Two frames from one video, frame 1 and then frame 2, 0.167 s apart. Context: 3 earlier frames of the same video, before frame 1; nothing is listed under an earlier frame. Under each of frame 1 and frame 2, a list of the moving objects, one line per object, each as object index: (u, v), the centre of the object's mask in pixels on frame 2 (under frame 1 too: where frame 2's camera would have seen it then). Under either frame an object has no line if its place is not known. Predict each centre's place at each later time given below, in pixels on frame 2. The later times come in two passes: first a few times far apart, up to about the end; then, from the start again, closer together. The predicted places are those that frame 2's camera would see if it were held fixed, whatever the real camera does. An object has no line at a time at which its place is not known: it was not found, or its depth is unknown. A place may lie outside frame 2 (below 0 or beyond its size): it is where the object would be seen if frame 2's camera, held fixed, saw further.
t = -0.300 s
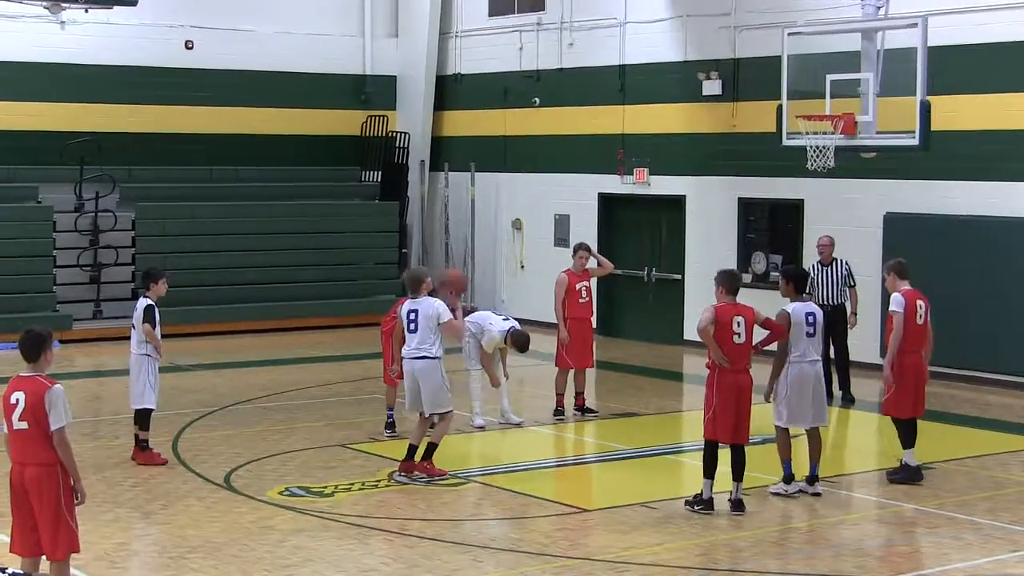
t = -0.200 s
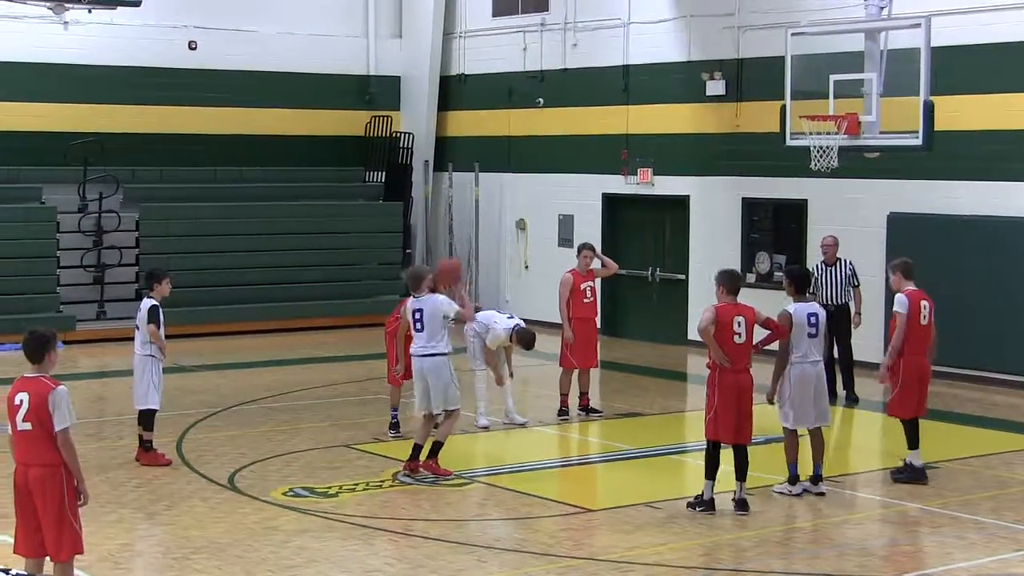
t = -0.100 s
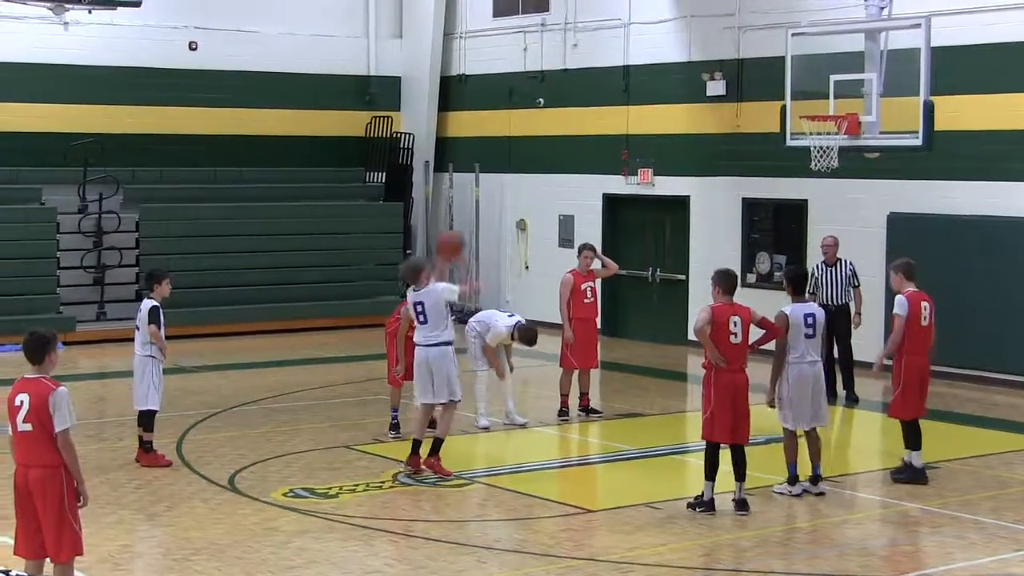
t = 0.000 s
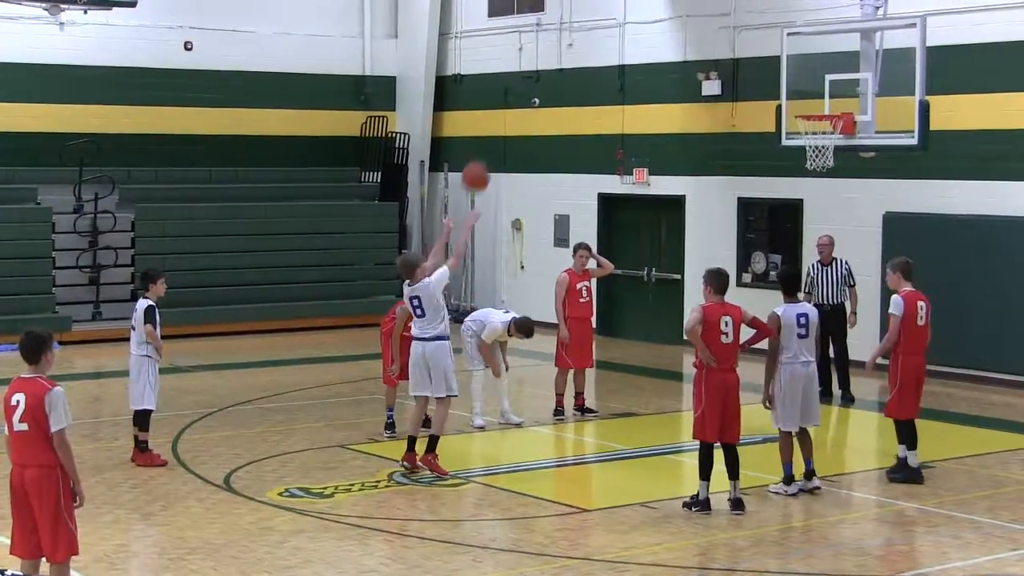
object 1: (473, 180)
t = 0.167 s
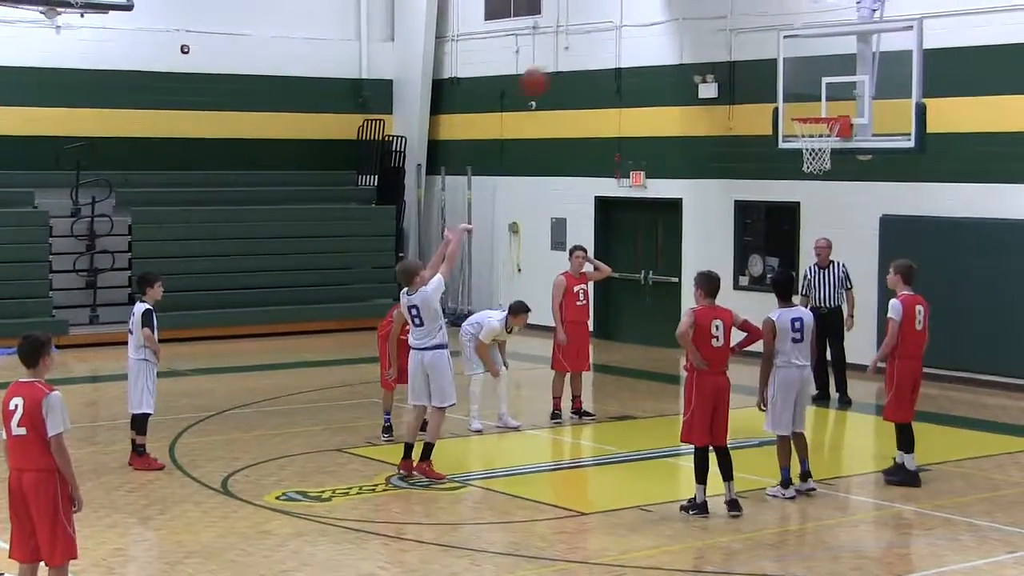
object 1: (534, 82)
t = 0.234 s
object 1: (557, 52)
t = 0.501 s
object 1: (647, -3)
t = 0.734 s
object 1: (721, 1)
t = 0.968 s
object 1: (786, 67)
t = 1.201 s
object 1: (831, 106)
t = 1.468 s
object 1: (820, 72)
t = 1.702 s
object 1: (798, 96)
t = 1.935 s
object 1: (772, 106)
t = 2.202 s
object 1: (744, 161)
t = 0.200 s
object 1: (546, 66)
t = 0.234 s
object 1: (557, 52)
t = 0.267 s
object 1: (569, 39)
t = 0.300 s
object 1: (580, 28)
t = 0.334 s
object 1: (592, 18)
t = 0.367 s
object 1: (603, 9)
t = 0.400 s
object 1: (615, 3)
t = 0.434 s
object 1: (625, 0)
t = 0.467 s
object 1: (636, -2)
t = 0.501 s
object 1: (647, -3)
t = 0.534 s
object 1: (658, -4)
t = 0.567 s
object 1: (668, -5)
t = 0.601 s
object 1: (679, -4)
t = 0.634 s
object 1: (689, -4)
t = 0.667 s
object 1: (699, -2)
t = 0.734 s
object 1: (721, 1)
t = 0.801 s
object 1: (740, 13)
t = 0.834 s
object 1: (750, 22)
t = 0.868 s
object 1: (759, 31)
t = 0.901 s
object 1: (768, 43)
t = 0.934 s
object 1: (778, 53)
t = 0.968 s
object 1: (786, 67)
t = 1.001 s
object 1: (796, 82)
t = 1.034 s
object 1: (804, 96)
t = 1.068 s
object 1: (812, 107)
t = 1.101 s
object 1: (817, 106)
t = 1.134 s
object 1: (823, 106)
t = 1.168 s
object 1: (828, 106)
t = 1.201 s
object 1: (831, 106)
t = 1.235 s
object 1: (832, 99)
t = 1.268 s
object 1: (833, 93)
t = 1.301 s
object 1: (832, 87)
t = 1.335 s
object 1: (832, 83)
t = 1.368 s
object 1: (829, 79)
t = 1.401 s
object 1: (826, 76)
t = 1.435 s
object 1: (822, 72)
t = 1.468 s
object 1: (820, 72)
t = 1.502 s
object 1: (818, 71)
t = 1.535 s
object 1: (814, 72)
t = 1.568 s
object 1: (810, 76)
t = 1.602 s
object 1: (807, 79)
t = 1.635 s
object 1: (806, 83)
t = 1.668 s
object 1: (801, 88)
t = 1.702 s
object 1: (798, 96)
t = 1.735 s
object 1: (795, 104)
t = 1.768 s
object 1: (791, 106)
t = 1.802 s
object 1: (788, 104)
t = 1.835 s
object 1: (784, 103)
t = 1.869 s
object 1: (780, 104)
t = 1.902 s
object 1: (776, 104)
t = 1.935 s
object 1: (772, 106)
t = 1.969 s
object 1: (769, 109)
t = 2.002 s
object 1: (763, 114)
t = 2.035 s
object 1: (761, 120)
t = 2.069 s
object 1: (757, 126)
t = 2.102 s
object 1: (753, 134)
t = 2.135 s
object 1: (749, 142)
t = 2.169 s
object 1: (748, 151)
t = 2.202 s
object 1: (744, 161)
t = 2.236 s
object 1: (738, 173)
